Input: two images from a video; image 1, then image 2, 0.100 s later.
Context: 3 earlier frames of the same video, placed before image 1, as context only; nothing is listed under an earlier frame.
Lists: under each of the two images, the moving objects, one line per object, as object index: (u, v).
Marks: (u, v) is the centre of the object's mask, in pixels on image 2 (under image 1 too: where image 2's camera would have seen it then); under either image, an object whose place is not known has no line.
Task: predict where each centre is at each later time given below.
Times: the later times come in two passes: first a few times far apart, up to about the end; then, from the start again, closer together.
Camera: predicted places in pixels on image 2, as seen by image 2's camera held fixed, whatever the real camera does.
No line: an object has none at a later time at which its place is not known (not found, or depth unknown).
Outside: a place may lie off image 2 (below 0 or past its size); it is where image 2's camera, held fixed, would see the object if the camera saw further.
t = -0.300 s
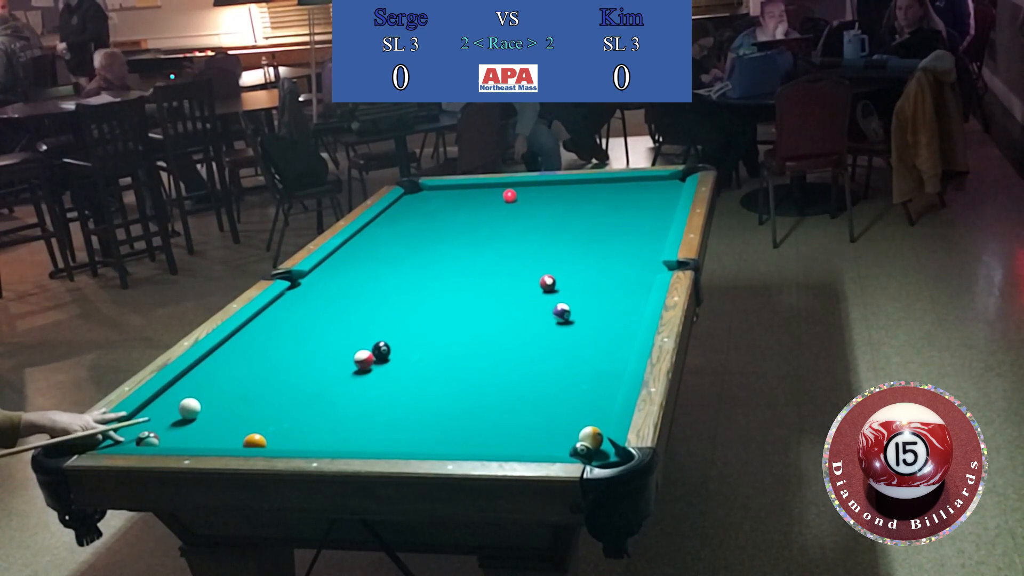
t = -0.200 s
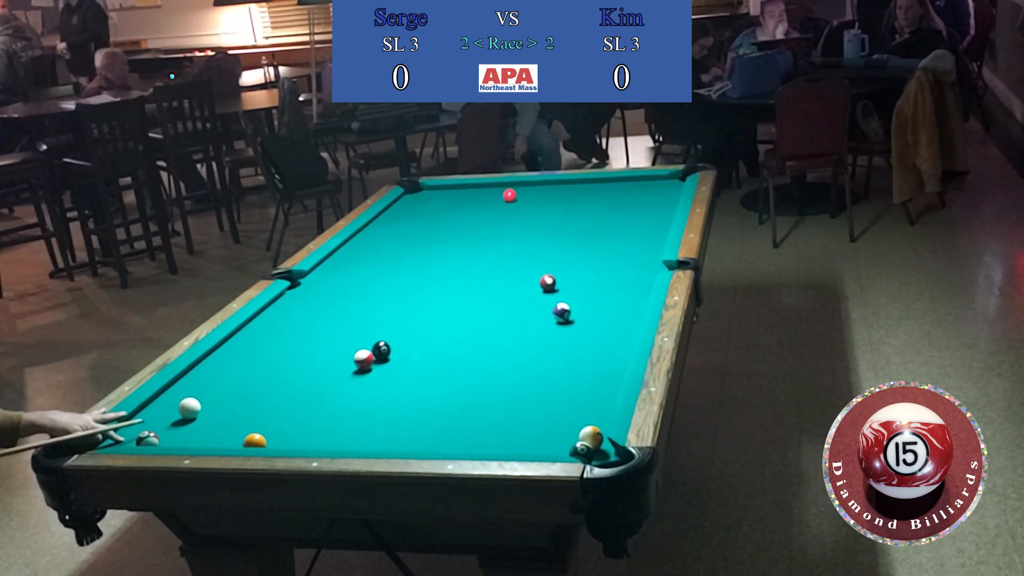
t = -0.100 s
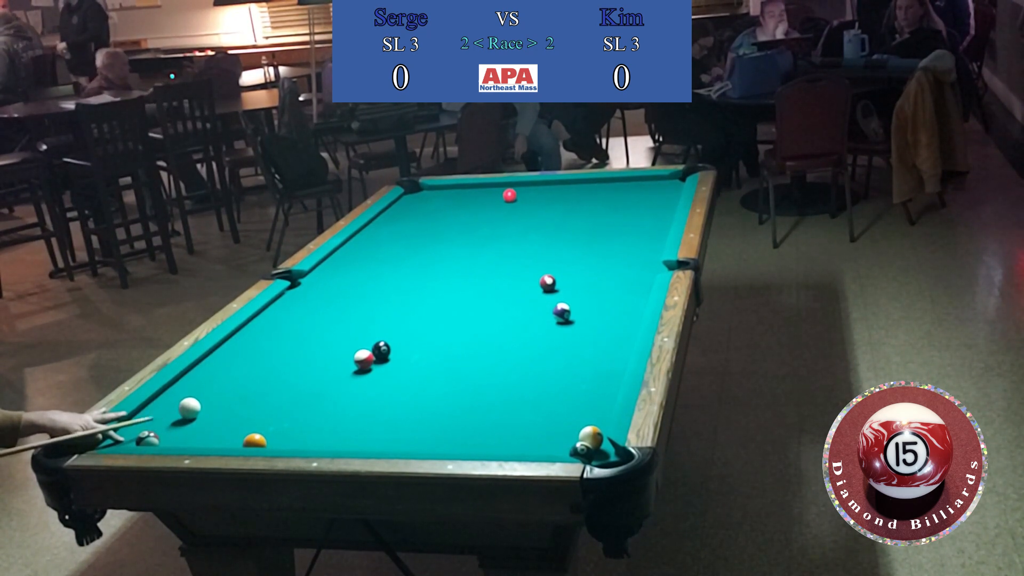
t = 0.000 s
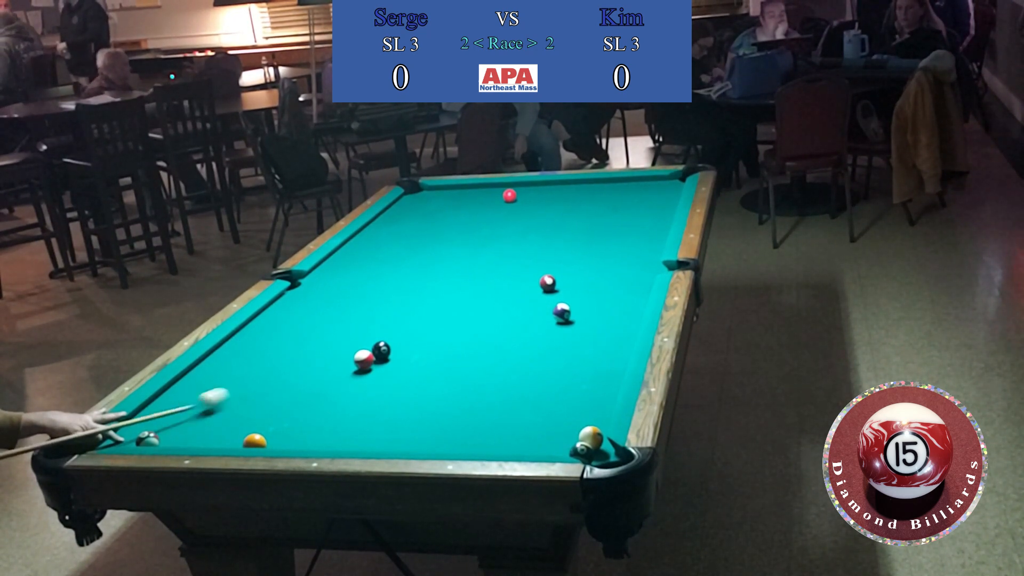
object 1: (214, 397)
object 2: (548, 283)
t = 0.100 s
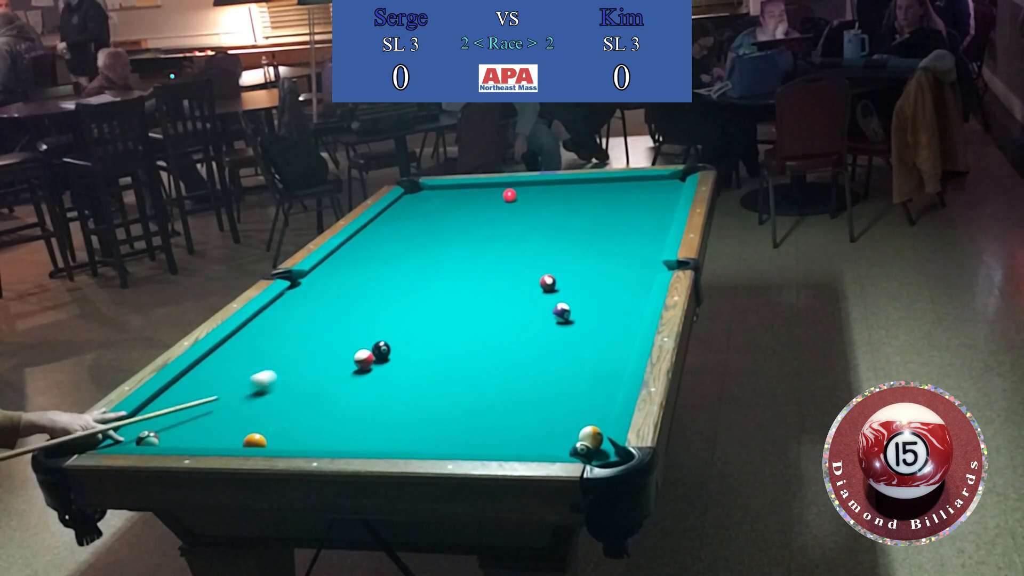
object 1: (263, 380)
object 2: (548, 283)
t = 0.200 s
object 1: (303, 365)
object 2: (548, 283)
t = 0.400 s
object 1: (375, 337)
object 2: (548, 283)
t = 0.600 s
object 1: (440, 315)
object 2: (548, 283)
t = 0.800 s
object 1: (499, 294)
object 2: (548, 283)
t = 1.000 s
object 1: (533, 277)
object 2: (565, 281)
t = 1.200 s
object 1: (546, 263)
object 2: (598, 278)
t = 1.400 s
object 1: (557, 250)
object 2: (630, 275)
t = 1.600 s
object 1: (568, 239)
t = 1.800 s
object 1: (578, 228)
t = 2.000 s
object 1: (587, 218)
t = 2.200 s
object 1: (595, 209)
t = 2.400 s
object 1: (603, 200)
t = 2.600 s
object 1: (610, 192)
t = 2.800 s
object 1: (617, 185)
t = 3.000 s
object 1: (623, 179)
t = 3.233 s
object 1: (623, 183)
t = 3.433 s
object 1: (622, 187)
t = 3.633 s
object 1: (622, 189)
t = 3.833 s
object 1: (622, 193)
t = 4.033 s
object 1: (622, 196)
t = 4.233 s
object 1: (622, 200)
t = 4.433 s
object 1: (622, 203)
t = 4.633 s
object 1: (622, 206)
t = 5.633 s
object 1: (624, 217)
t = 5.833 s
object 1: (625, 219)
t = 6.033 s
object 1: (626, 221)
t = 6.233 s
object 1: (627, 223)
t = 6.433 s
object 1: (627, 224)
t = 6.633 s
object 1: (627, 226)
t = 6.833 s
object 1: (627, 226)
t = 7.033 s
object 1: (627, 227)
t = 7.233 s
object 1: (627, 228)
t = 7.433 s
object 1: (627, 228)
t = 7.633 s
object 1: (627, 228)
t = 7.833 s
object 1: (627, 228)
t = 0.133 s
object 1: (278, 374)
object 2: (548, 283)
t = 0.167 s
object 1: (291, 370)
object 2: (548, 283)
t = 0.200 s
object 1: (303, 365)
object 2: (548, 283)
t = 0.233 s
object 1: (316, 360)
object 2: (548, 283)
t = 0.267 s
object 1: (329, 356)
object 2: (548, 283)
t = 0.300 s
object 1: (340, 352)
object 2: (548, 283)
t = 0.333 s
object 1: (352, 346)
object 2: (548, 283)
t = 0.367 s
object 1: (364, 341)
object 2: (548, 283)
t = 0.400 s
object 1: (375, 337)
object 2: (548, 283)
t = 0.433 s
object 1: (387, 334)
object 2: (548, 283)
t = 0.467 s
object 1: (398, 330)
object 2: (548, 283)
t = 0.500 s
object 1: (408, 327)
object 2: (548, 283)
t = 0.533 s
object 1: (419, 322)
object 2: (548, 283)
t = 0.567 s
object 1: (430, 319)
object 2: (548, 283)
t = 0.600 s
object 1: (440, 315)
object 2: (548, 283)
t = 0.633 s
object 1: (450, 312)
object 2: (548, 283)
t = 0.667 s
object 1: (460, 308)
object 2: (548, 283)
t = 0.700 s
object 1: (470, 304)
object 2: (548, 283)
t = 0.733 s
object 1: (480, 301)
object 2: (548, 283)
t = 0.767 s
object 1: (489, 297)
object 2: (548, 283)
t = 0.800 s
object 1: (499, 294)
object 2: (548, 283)
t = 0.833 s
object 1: (508, 291)
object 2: (548, 283)
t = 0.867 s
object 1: (517, 287)
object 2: (548, 283)
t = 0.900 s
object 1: (526, 284)
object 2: (548, 283)
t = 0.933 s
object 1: (531, 282)
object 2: (552, 282)
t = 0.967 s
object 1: (531, 280)
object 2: (559, 281)
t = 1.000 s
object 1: (533, 277)
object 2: (565, 281)
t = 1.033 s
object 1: (535, 275)
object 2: (571, 281)
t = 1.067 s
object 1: (538, 272)
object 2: (577, 281)
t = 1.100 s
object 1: (540, 270)
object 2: (582, 280)
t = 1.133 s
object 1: (542, 268)
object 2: (587, 279)
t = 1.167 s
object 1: (544, 265)
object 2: (593, 279)
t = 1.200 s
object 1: (546, 263)
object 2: (598, 278)
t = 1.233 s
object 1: (548, 261)
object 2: (604, 278)
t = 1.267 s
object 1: (550, 259)
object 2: (609, 277)
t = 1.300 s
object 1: (551, 257)
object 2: (614, 276)
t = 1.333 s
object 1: (554, 254)
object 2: (620, 276)
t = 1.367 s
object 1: (555, 252)
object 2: (625, 276)
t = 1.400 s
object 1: (557, 250)
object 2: (630, 275)
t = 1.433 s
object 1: (559, 248)
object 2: (635, 275)
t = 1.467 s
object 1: (561, 246)
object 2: (641, 274)
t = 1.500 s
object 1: (563, 244)
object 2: (646, 274)
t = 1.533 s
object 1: (565, 242)
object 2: (650, 273)
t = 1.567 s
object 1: (566, 240)
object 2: (654, 271)
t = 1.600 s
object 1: (568, 239)
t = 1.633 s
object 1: (570, 237)
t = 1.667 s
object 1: (571, 235)
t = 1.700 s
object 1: (573, 233)
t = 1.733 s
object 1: (575, 231)
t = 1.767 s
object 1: (576, 229)
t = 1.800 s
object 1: (578, 228)
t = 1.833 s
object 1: (579, 226)
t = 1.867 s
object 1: (581, 224)
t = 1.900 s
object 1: (583, 223)
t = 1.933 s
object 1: (584, 221)
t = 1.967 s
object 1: (585, 220)
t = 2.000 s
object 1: (587, 218)
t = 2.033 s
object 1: (588, 216)
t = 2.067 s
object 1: (590, 215)
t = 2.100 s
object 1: (591, 213)
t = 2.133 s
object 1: (592, 212)
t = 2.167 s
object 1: (594, 210)
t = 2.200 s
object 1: (595, 209)
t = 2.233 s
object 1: (596, 207)
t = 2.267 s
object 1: (598, 206)
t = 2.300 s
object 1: (599, 204)
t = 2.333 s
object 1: (600, 203)
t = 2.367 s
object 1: (602, 202)
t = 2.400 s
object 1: (603, 200)
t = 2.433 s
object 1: (604, 199)
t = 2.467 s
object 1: (605, 198)
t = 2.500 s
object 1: (607, 196)
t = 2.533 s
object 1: (608, 195)
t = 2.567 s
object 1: (609, 194)
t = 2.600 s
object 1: (610, 192)
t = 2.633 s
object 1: (611, 191)
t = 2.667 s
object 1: (612, 190)
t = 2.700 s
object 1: (614, 189)
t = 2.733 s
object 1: (615, 188)
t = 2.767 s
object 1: (616, 187)
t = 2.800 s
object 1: (617, 185)
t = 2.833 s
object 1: (618, 184)
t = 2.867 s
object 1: (619, 183)
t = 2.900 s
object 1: (620, 182)
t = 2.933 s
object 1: (621, 181)
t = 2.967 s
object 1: (622, 180)
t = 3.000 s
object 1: (623, 179)
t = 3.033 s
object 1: (623, 179)
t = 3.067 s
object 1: (623, 180)
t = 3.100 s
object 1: (623, 181)
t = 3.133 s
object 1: (623, 181)
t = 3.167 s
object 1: (623, 182)
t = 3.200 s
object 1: (623, 182)
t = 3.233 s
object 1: (623, 183)
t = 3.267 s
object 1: (622, 184)
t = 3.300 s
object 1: (622, 184)
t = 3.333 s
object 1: (622, 185)
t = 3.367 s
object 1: (622, 185)
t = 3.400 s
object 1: (622, 186)
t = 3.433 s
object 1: (622, 187)
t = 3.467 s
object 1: (622, 187)
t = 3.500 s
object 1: (622, 188)
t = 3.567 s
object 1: (622, 188)
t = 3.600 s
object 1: (622, 189)
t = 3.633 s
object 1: (622, 189)
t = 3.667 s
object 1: (622, 190)
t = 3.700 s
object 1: (622, 191)
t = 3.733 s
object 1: (622, 191)
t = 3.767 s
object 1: (622, 192)
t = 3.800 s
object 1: (622, 192)
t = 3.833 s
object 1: (622, 193)
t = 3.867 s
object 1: (622, 194)
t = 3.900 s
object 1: (622, 194)
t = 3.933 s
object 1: (622, 195)
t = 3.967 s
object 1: (622, 195)
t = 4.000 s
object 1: (622, 196)
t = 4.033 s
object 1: (622, 196)
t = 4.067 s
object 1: (622, 197)
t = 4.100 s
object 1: (622, 198)
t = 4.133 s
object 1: (622, 198)
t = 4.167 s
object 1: (622, 199)
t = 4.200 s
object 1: (622, 199)
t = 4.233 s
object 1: (622, 200)
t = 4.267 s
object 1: (622, 200)
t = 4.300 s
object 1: (622, 201)
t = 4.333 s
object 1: (622, 201)
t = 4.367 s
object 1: (622, 202)
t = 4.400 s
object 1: (622, 202)
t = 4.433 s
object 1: (622, 203)
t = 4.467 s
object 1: (622, 203)
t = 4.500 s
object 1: (622, 204)
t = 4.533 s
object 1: (622, 204)
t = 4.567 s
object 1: (622, 205)
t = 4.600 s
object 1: (622, 205)
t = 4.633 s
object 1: (622, 206)
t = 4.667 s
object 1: (622, 206)
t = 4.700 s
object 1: (622, 206)
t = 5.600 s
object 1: (624, 217)
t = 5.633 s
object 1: (624, 217)
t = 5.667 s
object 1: (625, 218)
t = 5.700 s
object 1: (624, 218)
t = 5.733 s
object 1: (625, 218)
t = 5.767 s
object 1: (625, 219)
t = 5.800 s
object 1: (625, 219)
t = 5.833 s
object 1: (625, 219)
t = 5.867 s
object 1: (625, 220)
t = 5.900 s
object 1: (625, 220)
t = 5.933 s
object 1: (625, 221)
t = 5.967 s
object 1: (626, 221)
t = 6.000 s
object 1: (626, 221)
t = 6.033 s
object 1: (626, 221)
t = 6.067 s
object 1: (626, 222)
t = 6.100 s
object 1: (626, 222)
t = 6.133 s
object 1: (626, 222)
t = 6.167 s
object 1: (627, 223)
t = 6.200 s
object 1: (627, 223)
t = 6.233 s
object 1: (627, 223)
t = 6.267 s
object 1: (627, 223)
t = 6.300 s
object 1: (627, 223)
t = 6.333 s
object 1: (627, 224)
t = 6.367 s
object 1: (627, 224)
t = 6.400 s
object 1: (627, 224)
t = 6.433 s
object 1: (627, 224)
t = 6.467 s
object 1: (627, 225)
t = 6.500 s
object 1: (627, 225)
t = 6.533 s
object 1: (627, 225)
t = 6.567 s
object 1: (627, 225)
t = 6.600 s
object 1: (627, 225)
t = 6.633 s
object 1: (627, 226)
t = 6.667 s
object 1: (627, 226)
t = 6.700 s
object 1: (627, 226)
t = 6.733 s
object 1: (627, 226)
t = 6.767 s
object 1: (627, 226)
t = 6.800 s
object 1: (627, 226)
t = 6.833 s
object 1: (627, 226)
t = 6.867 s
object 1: (627, 227)
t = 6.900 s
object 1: (627, 227)
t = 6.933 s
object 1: (627, 227)
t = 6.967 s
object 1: (627, 227)
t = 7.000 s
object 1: (627, 227)
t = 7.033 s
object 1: (627, 227)
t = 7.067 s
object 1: (627, 227)
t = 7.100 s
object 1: (627, 227)
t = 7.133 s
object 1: (627, 227)
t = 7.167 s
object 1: (627, 228)
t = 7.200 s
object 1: (627, 228)
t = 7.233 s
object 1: (627, 228)
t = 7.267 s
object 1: (627, 228)
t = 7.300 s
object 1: (627, 228)
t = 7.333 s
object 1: (627, 228)
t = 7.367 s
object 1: (627, 228)
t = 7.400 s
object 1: (627, 228)
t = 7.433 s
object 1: (627, 228)
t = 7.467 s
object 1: (627, 228)
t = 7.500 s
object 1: (627, 228)
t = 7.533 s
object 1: (627, 228)
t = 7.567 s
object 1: (627, 228)
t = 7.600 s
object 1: (627, 228)
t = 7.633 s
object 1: (627, 228)
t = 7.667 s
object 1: (627, 228)
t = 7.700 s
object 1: (627, 228)
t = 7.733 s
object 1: (627, 228)
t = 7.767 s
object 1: (627, 228)
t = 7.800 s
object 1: (627, 228)
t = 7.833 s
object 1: (627, 228)
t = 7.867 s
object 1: (627, 228)
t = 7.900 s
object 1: (627, 228)
